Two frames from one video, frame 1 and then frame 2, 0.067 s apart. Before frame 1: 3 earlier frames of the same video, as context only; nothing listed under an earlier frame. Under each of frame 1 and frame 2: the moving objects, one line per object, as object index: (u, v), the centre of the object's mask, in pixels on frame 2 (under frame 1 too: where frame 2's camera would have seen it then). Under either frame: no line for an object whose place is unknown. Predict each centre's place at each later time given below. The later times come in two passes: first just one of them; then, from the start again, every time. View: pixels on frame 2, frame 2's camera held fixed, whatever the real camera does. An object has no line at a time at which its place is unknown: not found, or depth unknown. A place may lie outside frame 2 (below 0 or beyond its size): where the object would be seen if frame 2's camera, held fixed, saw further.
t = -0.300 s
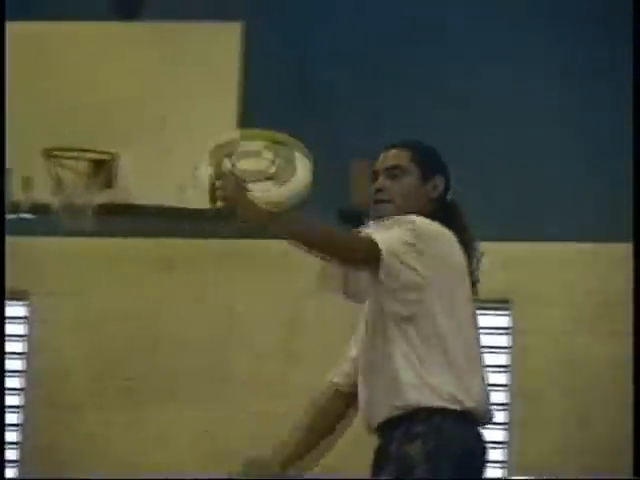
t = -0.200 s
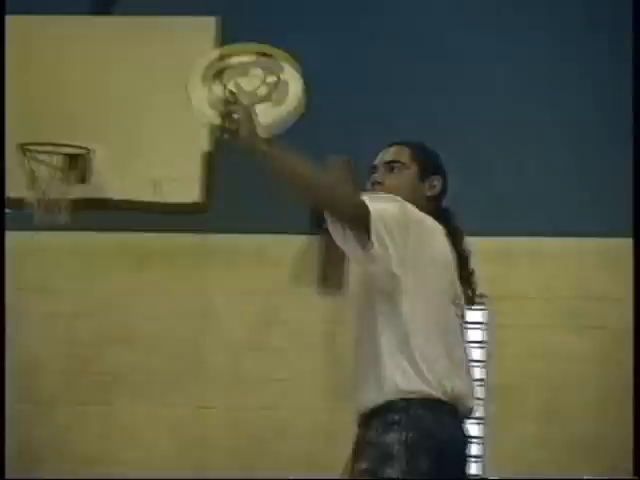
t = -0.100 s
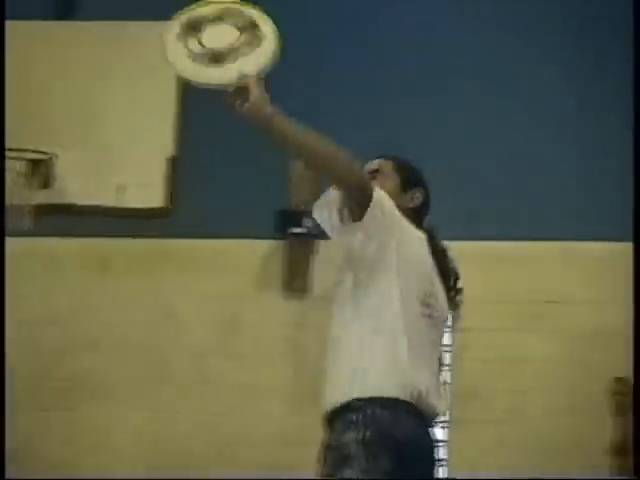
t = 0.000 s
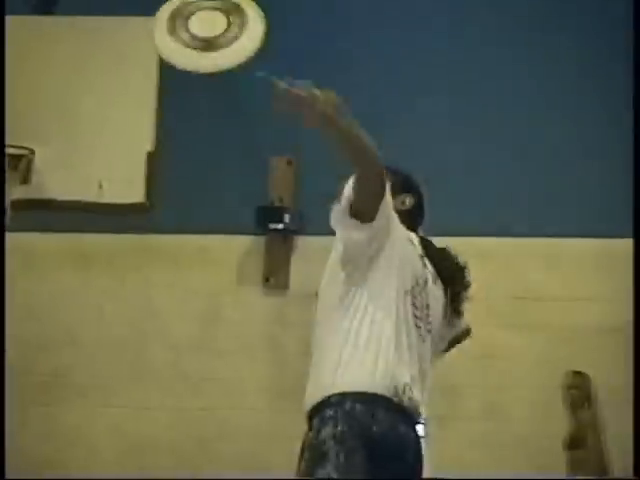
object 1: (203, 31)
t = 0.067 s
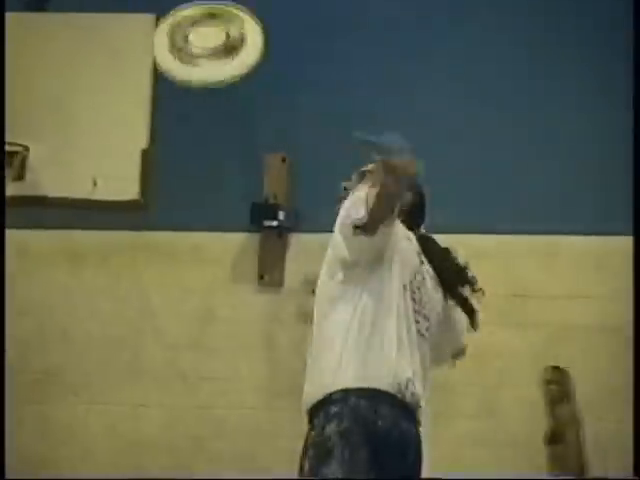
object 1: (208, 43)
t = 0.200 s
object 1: (213, 126)
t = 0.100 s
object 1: (209, 58)
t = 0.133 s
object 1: (210, 77)
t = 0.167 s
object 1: (212, 100)
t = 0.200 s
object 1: (213, 126)
